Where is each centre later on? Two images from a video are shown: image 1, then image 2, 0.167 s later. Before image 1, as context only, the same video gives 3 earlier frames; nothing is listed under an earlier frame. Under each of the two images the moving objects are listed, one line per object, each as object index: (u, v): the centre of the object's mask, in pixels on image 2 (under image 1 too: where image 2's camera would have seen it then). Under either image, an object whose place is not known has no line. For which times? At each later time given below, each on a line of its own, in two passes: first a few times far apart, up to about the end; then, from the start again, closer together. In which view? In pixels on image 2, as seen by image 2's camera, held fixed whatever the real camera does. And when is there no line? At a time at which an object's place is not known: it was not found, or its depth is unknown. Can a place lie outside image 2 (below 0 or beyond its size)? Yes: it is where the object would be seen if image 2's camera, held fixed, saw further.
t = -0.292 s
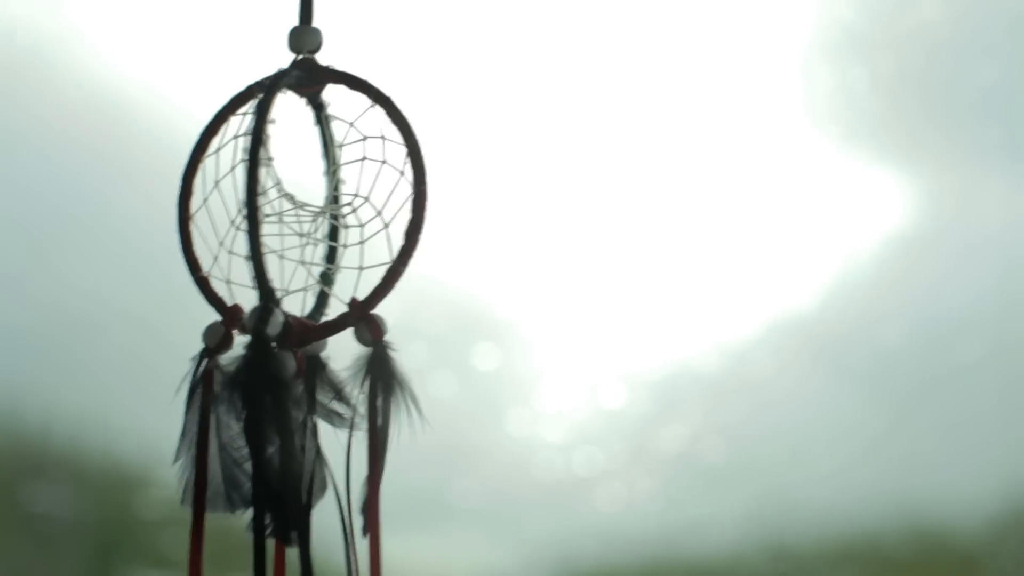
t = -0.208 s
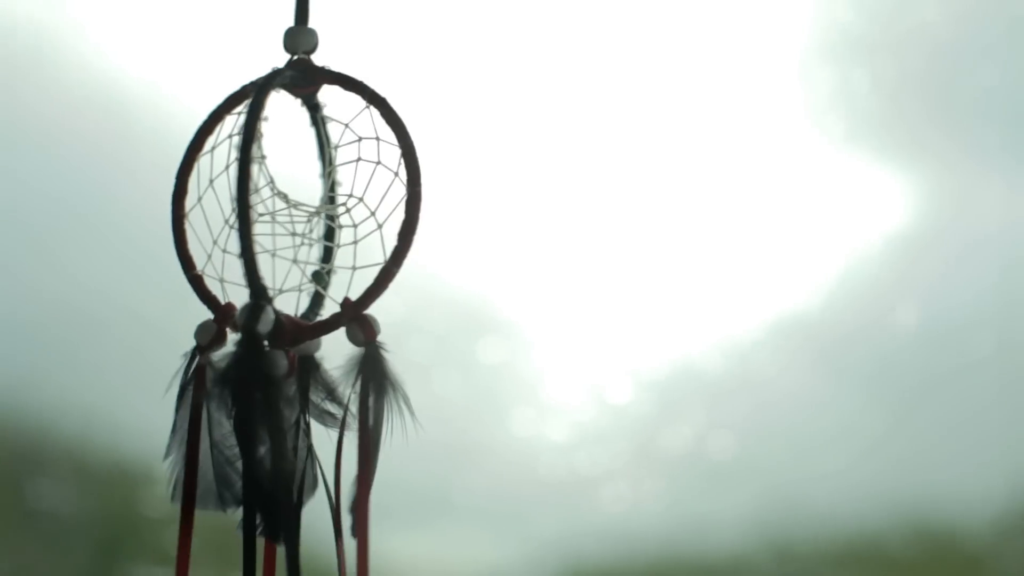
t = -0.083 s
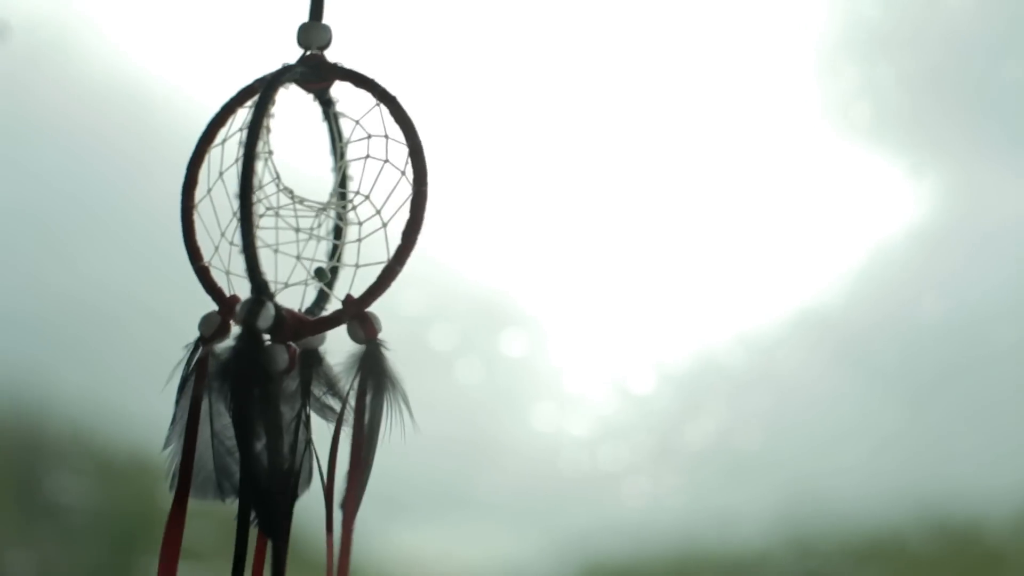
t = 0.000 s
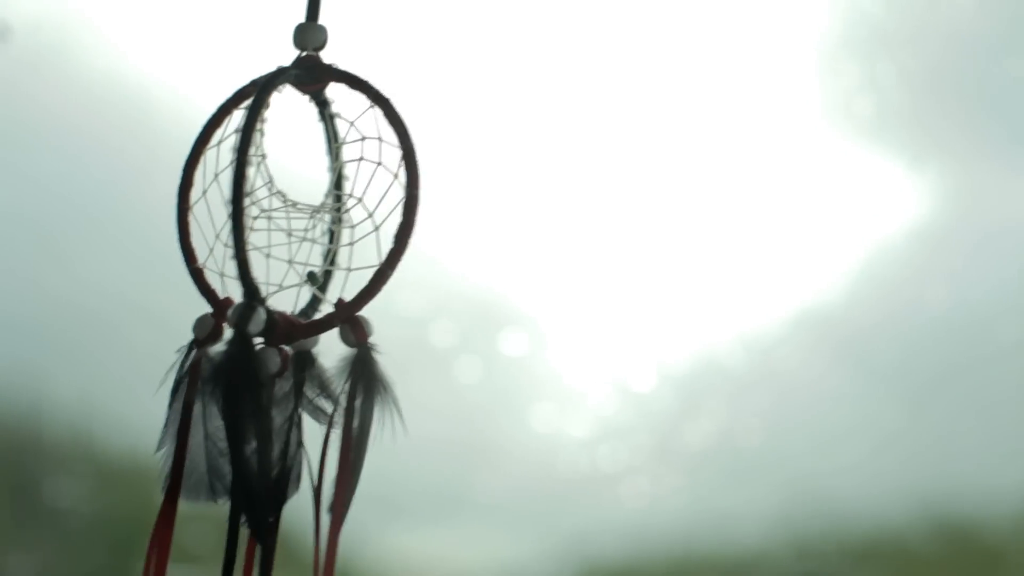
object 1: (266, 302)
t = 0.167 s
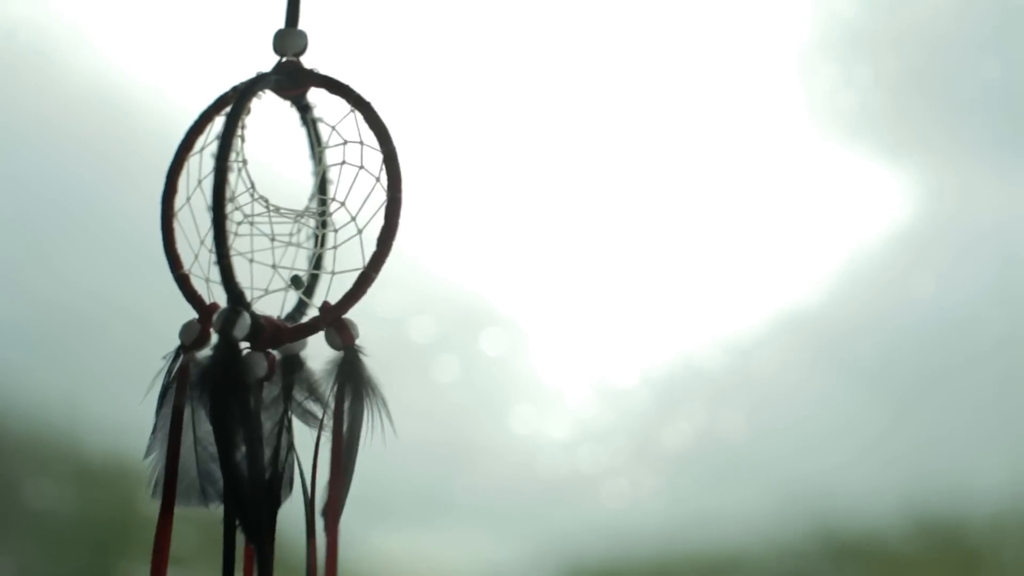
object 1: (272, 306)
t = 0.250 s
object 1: (280, 302)
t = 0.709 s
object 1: (281, 303)
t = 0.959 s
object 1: (275, 304)
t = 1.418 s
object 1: (295, 306)
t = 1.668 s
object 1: (272, 299)
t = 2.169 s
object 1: (285, 301)
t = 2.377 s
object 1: (266, 296)
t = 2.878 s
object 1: (284, 295)
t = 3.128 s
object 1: (267, 300)
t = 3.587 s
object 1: (291, 299)
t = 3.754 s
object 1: (274, 303)
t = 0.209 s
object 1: (275, 302)
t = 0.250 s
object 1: (280, 302)
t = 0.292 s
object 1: (287, 304)
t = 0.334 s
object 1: (293, 305)
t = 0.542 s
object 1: (297, 307)
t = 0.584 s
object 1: (292, 305)
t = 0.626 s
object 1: (286, 303)
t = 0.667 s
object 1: (283, 305)
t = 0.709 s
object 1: (281, 303)
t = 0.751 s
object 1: (276, 302)
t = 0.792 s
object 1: (272, 304)
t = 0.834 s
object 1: (269, 306)
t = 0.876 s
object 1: (268, 305)
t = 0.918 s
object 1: (271, 303)
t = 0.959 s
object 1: (275, 304)
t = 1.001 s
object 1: (280, 301)
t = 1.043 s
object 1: (287, 295)
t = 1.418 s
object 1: (295, 306)
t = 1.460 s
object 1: (286, 306)
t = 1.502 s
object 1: (277, 300)
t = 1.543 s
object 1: (271, 299)
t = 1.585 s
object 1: (268, 299)
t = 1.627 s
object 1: (269, 298)
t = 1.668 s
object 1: (272, 299)
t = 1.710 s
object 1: (276, 302)
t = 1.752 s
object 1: (279, 301)
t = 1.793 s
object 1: (286, 303)
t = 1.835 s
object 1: (291, 299)
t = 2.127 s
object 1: (291, 302)
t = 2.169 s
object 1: (285, 301)
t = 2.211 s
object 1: (278, 301)
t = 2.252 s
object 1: (273, 300)
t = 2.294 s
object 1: (267, 301)
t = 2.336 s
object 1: (265, 301)
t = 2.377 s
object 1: (266, 296)
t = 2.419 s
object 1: (272, 298)
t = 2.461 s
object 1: (278, 300)
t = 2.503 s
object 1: (286, 301)
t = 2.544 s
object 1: (294, 300)
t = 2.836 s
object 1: (295, 303)
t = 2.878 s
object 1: (284, 295)
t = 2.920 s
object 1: (277, 304)
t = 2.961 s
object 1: (270, 302)
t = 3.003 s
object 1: (263, 298)
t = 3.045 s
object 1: (262, 301)
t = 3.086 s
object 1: (263, 301)
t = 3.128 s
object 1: (267, 300)
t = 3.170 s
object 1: (274, 302)
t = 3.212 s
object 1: (284, 302)
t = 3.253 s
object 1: (295, 303)
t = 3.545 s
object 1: (300, 301)
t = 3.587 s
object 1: (291, 299)
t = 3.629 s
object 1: (281, 301)
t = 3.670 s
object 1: (277, 302)
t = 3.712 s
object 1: (275, 302)
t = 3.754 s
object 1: (274, 303)
